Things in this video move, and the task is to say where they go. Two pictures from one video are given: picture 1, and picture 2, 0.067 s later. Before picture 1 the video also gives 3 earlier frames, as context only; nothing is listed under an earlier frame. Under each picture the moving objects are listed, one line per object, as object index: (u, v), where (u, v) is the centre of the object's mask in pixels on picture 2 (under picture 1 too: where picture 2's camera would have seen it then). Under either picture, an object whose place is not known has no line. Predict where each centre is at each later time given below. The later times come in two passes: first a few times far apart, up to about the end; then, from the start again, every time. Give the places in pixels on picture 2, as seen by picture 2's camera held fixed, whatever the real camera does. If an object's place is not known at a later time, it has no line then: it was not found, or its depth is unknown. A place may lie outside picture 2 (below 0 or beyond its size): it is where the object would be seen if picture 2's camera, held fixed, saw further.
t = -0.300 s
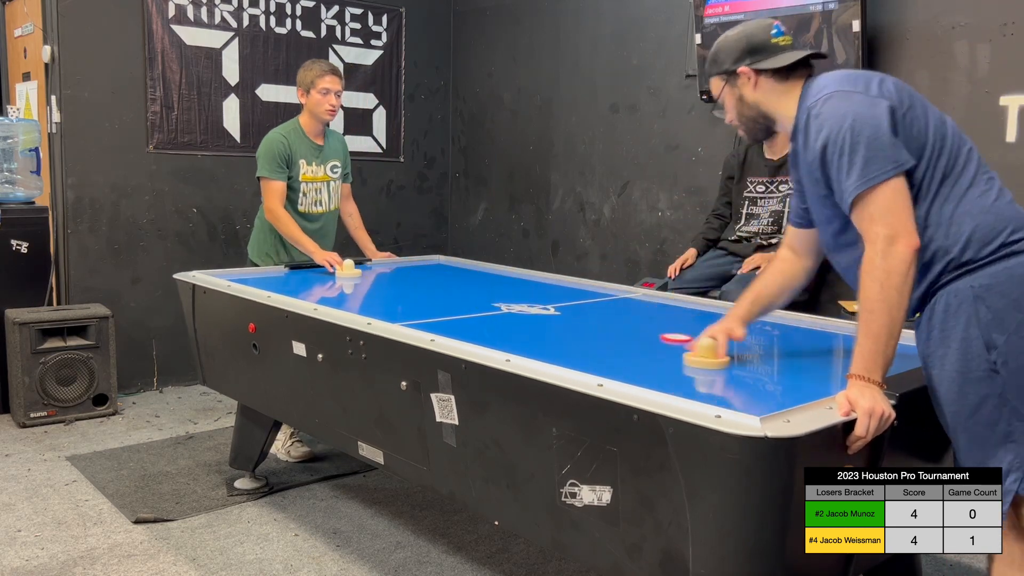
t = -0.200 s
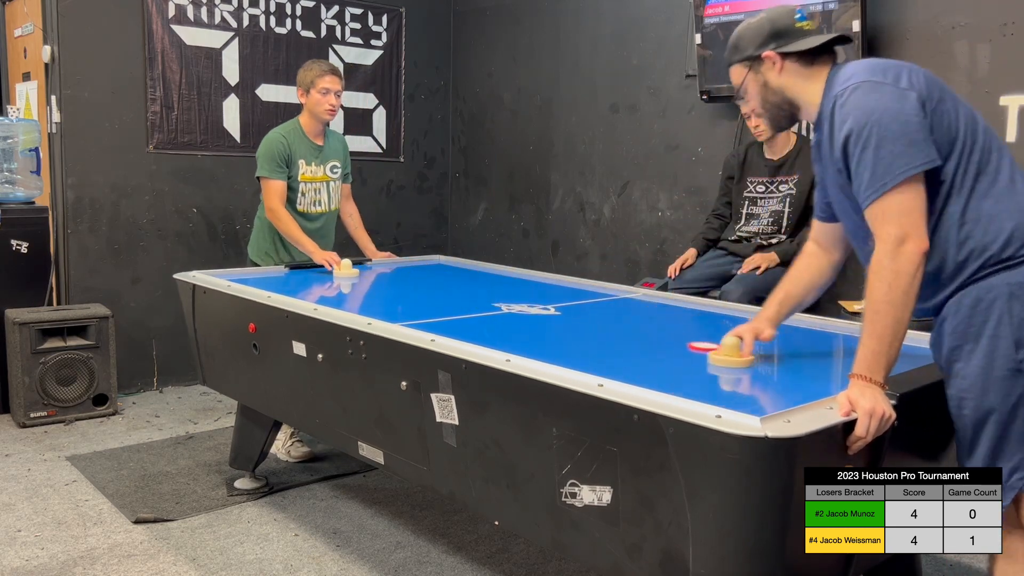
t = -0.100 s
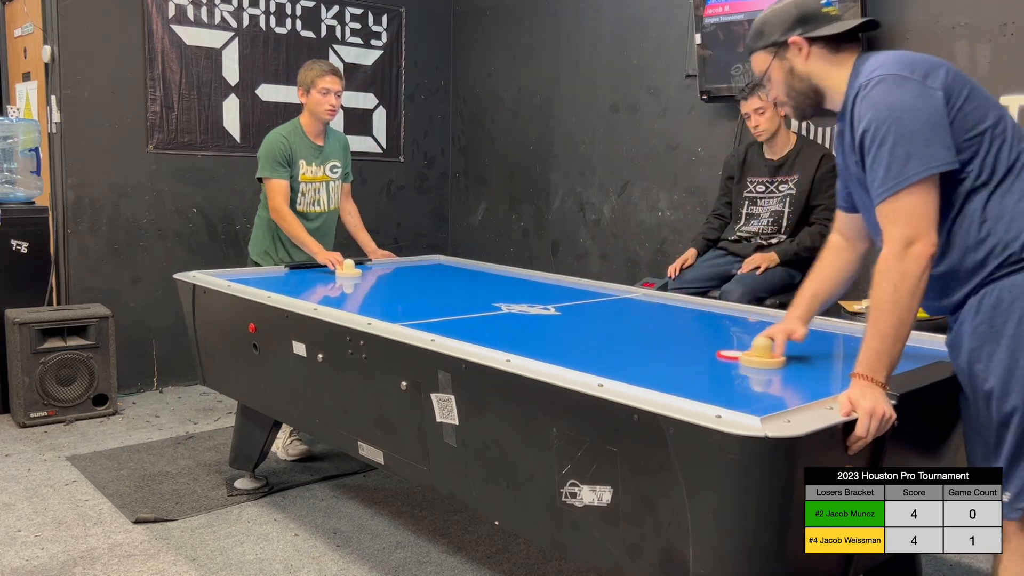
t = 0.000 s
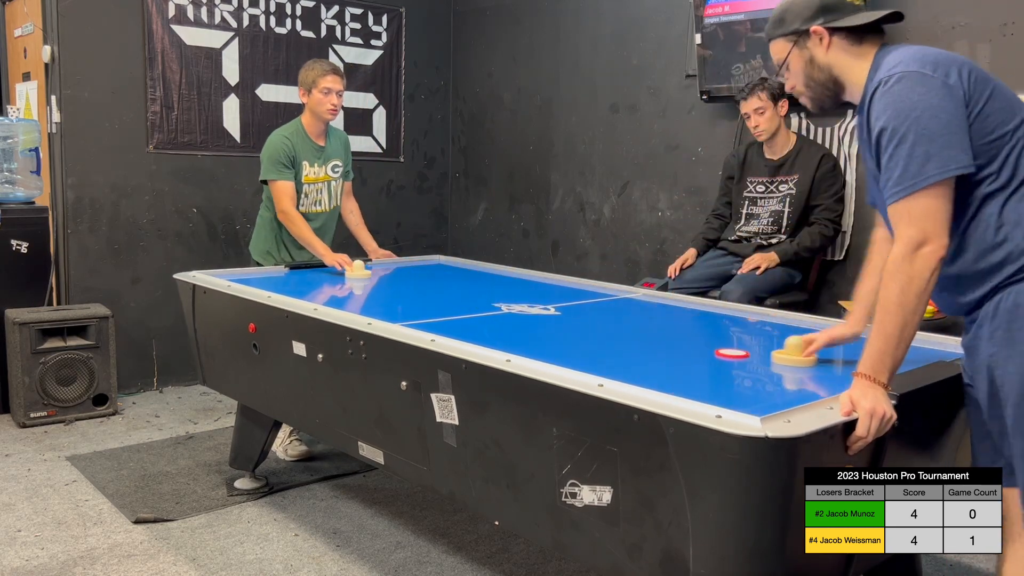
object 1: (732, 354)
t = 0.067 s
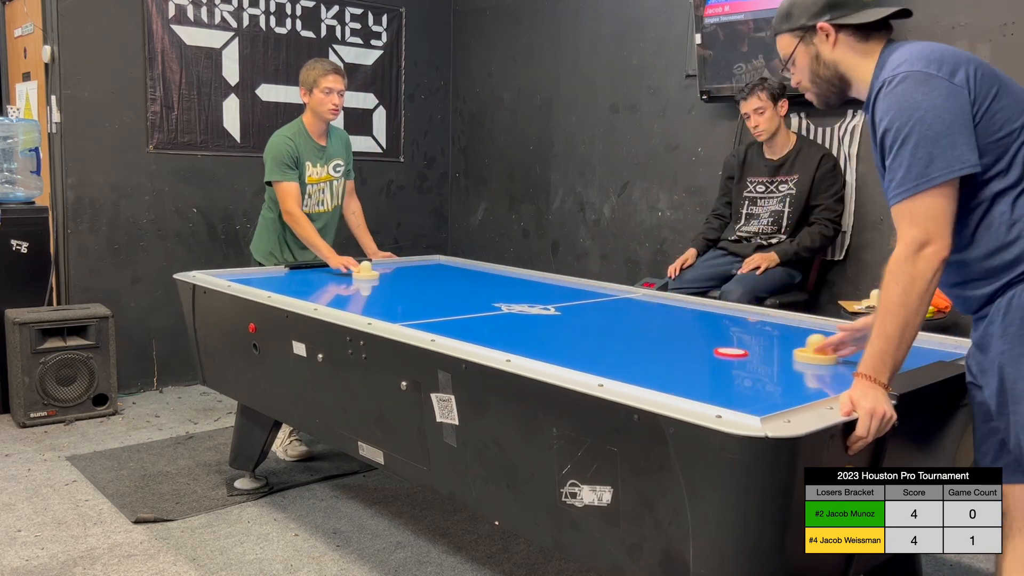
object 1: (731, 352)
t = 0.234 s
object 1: (727, 350)
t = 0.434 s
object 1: (722, 346)
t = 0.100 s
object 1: (730, 352)
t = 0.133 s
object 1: (729, 351)
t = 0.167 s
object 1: (729, 351)
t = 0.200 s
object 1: (728, 350)
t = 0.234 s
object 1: (727, 350)
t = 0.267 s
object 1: (727, 349)
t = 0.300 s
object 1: (726, 349)
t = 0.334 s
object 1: (725, 348)
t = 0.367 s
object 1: (724, 347)
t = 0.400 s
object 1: (723, 347)
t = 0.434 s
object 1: (722, 346)
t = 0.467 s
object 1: (722, 346)
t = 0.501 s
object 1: (721, 345)
